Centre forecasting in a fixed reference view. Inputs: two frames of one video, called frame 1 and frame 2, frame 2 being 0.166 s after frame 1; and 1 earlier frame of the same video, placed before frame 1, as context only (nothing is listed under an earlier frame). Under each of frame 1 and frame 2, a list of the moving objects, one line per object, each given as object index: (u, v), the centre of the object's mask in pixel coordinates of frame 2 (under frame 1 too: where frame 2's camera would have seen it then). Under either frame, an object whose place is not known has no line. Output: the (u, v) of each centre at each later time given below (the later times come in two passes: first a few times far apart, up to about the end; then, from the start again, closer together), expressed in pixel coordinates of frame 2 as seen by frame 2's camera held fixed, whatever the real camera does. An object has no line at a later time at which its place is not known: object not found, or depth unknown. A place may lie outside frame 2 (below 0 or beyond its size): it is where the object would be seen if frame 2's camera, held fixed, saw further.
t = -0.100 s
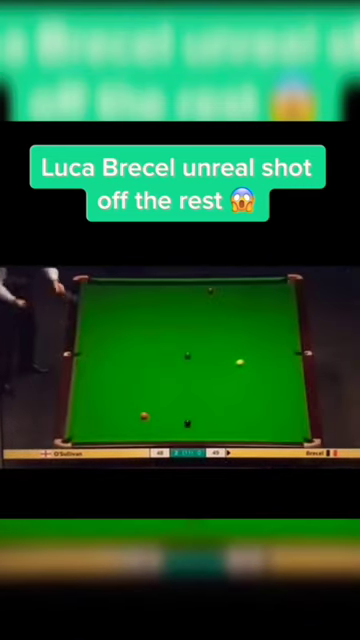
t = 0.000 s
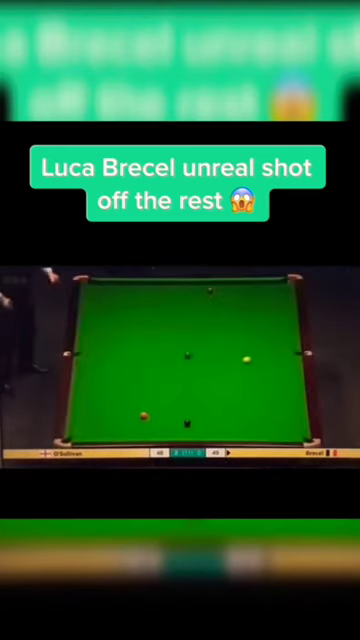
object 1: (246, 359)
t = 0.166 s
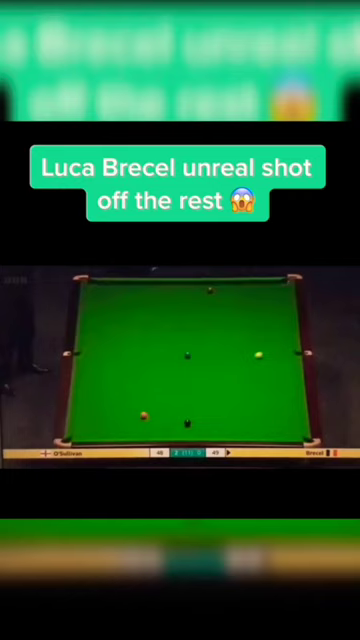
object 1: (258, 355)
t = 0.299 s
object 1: (267, 351)
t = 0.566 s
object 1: (285, 343)
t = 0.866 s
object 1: (279, 336)
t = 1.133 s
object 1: (270, 331)
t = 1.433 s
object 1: (260, 325)
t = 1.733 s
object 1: (249, 320)
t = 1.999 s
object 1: (240, 315)
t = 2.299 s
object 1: (231, 310)
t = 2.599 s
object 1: (223, 307)
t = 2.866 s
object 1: (216, 304)
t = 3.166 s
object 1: (209, 300)
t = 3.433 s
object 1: (203, 297)
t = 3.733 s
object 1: (197, 293)
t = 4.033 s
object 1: (191, 288)
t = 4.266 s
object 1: (187, 286)
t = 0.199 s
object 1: (261, 354)
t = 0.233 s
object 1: (262, 353)
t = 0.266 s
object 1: (265, 352)
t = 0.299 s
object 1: (267, 351)
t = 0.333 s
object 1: (269, 351)
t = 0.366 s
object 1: (272, 350)
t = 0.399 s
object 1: (274, 349)
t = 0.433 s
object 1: (276, 348)
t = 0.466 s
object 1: (278, 347)
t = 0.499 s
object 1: (281, 346)
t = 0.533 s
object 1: (283, 345)
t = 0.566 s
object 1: (285, 343)
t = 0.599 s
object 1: (287, 343)
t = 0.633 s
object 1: (289, 341)
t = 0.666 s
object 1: (287, 341)
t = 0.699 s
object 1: (286, 340)
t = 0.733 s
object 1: (285, 339)
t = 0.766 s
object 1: (283, 338)
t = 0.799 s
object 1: (282, 338)
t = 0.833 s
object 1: (281, 337)
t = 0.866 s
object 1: (279, 336)
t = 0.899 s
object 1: (278, 335)
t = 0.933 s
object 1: (277, 335)
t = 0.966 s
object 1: (276, 334)
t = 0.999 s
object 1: (274, 333)
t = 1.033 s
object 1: (273, 333)
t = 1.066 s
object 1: (272, 332)
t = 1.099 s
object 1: (271, 331)
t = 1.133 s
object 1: (270, 331)
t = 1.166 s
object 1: (269, 330)
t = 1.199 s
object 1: (268, 329)
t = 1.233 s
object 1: (267, 329)
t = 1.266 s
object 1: (265, 328)
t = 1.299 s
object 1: (264, 327)
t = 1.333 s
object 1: (263, 327)
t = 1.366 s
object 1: (262, 326)
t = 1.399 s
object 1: (261, 325)
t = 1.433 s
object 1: (260, 325)
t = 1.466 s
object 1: (259, 324)
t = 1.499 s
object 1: (258, 324)
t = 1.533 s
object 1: (256, 323)
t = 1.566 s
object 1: (255, 322)
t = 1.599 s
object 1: (254, 322)
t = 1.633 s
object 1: (253, 321)
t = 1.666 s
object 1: (252, 321)
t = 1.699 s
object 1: (250, 320)
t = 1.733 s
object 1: (249, 320)
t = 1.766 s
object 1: (248, 319)
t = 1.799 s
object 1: (247, 318)
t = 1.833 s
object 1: (246, 318)
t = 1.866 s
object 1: (244, 317)
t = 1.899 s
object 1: (243, 316)
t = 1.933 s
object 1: (242, 316)
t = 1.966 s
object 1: (241, 315)
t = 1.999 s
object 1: (240, 315)
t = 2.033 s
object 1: (239, 315)
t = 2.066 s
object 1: (238, 314)
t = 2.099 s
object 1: (237, 314)
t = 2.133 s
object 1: (236, 313)
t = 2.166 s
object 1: (235, 313)
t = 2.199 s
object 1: (234, 312)
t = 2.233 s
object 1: (233, 312)
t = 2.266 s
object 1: (232, 311)
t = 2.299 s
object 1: (231, 310)
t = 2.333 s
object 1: (230, 310)
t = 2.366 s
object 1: (229, 310)
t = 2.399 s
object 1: (228, 310)
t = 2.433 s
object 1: (228, 309)
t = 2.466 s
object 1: (226, 308)
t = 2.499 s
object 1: (226, 308)
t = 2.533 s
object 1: (225, 308)
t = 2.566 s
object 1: (224, 307)
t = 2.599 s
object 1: (223, 307)
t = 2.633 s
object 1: (222, 307)
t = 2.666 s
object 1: (221, 306)
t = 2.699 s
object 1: (220, 305)
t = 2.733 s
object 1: (220, 305)
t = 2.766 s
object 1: (219, 305)
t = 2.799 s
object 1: (218, 304)
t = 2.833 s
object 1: (217, 304)
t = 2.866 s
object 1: (216, 304)
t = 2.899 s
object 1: (215, 303)
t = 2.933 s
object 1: (214, 303)
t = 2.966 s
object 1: (213, 303)
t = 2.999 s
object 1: (213, 303)
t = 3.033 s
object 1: (212, 302)
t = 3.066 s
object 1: (211, 302)
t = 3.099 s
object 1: (210, 301)
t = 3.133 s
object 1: (209, 301)
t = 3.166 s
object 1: (209, 300)
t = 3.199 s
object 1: (208, 300)
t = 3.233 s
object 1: (207, 299)
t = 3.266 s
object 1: (206, 299)
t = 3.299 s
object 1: (206, 298)
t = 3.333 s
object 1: (205, 298)
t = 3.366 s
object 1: (204, 297)
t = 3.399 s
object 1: (204, 297)
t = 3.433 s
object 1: (203, 297)
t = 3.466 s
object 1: (202, 296)
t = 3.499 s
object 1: (201, 296)
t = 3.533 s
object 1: (201, 295)
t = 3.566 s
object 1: (200, 295)
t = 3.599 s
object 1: (199, 294)
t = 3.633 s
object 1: (199, 294)
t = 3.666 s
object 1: (198, 293)
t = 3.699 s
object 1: (198, 293)
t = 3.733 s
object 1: (197, 293)
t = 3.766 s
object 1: (196, 292)
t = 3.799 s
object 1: (196, 291)
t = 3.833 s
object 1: (195, 291)
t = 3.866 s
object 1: (194, 290)
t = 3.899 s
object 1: (194, 290)
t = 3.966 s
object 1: (192, 289)
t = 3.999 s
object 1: (192, 289)
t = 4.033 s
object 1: (191, 288)
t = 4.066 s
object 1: (191, 288)
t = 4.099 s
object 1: (190, 288)
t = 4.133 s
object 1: (190, 288)
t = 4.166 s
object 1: (189, 287)
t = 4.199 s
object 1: (189, 287)
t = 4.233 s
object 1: (188, 286)
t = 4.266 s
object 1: (187, 286)
